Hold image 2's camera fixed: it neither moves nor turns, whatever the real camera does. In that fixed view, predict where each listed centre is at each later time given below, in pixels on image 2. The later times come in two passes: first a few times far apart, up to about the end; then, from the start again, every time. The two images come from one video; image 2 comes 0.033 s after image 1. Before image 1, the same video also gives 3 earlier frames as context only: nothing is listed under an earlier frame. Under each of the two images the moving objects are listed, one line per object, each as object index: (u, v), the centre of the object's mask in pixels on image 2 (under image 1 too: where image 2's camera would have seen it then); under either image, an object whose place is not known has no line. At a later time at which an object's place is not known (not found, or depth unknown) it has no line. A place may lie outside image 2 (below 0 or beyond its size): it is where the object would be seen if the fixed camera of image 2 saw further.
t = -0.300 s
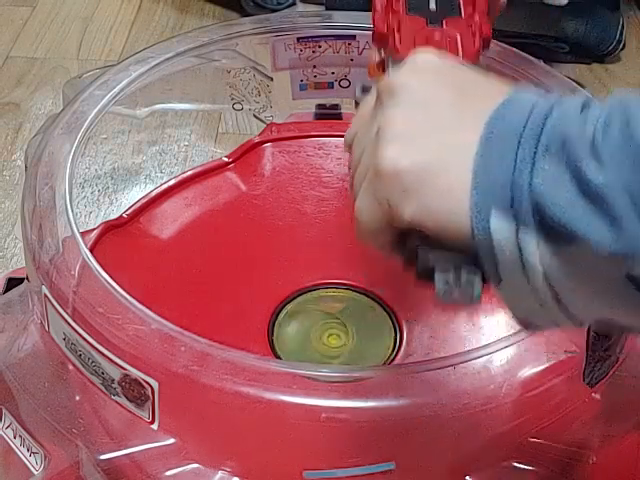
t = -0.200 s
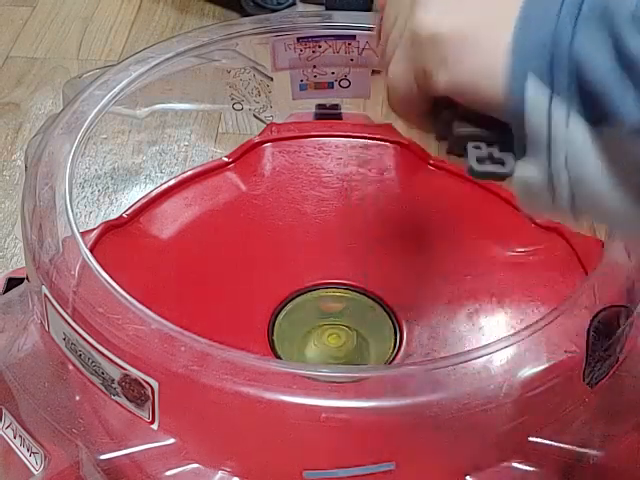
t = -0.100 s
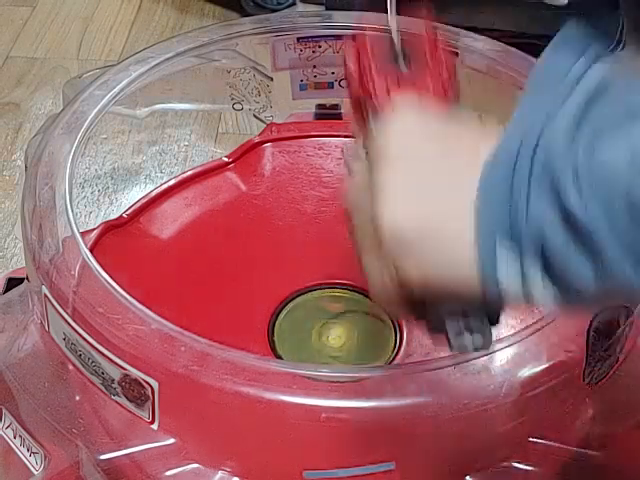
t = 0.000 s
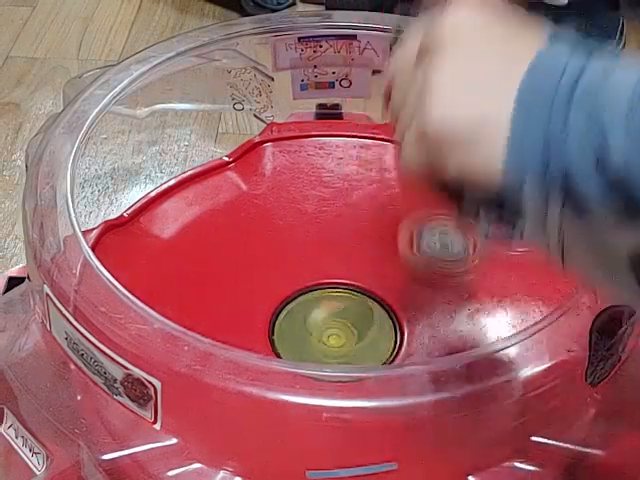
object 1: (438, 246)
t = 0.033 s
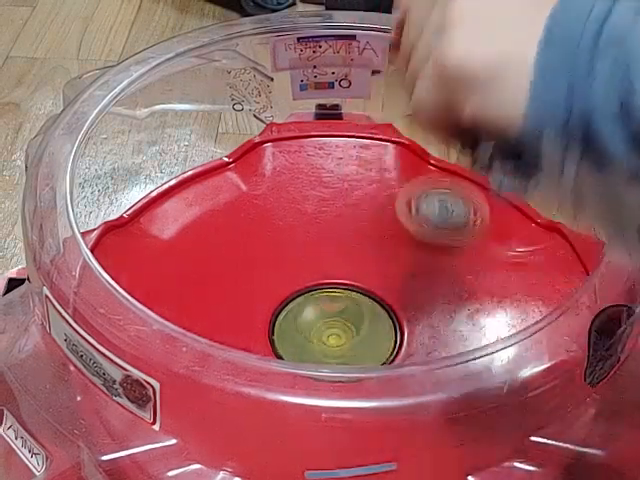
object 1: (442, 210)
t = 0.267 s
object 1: (391, 283)
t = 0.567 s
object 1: (344, 322)
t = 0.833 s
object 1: (388, 316)
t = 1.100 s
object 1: (311, 297)
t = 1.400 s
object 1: (388, 347)
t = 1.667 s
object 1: (403, 278)
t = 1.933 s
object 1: (279, 253)
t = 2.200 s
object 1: (273, 333)
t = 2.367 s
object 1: (357, 349)
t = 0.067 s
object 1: (439, 190)
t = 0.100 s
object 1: (433, 182)
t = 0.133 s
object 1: (427, 186)
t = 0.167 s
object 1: (419, 203)
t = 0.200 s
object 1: (408, 236)
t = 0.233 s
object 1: (397, 282)
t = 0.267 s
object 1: (391, 283)
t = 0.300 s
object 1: (384, 273)
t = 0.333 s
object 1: (377, 276)
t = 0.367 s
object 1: (369, 301)
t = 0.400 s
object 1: (361, 315)
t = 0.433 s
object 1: (358, 315)
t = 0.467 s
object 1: (352, 321)
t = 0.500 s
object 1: (348, 321)
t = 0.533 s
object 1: (345, 322)
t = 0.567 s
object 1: (344, 322)
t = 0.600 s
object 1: (346, 323)
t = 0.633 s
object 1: (349, 323)
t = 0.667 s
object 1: (357, 322)
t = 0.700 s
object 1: (370, 320)
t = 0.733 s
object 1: (379, 319)
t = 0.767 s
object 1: (385, 318)
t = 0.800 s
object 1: (390, 318)
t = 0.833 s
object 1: (388, 316)
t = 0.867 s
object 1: (381, 313)
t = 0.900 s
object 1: (369, 311)
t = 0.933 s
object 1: (361, 309)
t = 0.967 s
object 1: (358, 307)
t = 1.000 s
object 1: (352, 306)
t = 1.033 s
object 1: (344, 312)
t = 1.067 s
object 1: (324, 292)
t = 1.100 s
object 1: (311, 297)
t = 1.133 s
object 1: (303, 311)
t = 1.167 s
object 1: (303, 327)
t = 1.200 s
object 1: (308, 337)
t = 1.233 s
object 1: (321, 343)
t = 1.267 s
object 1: (336, 346)
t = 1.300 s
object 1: (350, 348)
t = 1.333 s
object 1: (364, 350)
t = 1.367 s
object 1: (377, 347)
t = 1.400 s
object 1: (388, 347)
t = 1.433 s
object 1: (397, 342)
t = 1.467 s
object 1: (403, 339)
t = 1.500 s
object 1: (408, 334)
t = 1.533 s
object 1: (411, 327)
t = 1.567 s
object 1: (413, 320)
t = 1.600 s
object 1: (411, 305)
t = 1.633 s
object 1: (408, 291)
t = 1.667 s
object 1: (403, 278)
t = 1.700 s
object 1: (393, 265)
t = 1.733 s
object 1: (380, 254)
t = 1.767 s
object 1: (364, 247)
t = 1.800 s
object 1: (347, 242)
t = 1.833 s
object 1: (329, 241)
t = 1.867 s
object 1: (311, 242)
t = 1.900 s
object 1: (294, 246)
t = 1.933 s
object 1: (279, 253)
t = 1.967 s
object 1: (266, 262)
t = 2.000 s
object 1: (256, 274)
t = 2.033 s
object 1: (250, 284)
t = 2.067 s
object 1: (246, 298)
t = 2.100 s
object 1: (247, 308)
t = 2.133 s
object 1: (251, 318)
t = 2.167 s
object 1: (260, 328)
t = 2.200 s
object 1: (273, 333)
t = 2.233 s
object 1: (287, 338)
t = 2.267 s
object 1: (303, 344)
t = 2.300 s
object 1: (320, 347)
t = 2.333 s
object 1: (337, 349)
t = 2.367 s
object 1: (357, 349)
